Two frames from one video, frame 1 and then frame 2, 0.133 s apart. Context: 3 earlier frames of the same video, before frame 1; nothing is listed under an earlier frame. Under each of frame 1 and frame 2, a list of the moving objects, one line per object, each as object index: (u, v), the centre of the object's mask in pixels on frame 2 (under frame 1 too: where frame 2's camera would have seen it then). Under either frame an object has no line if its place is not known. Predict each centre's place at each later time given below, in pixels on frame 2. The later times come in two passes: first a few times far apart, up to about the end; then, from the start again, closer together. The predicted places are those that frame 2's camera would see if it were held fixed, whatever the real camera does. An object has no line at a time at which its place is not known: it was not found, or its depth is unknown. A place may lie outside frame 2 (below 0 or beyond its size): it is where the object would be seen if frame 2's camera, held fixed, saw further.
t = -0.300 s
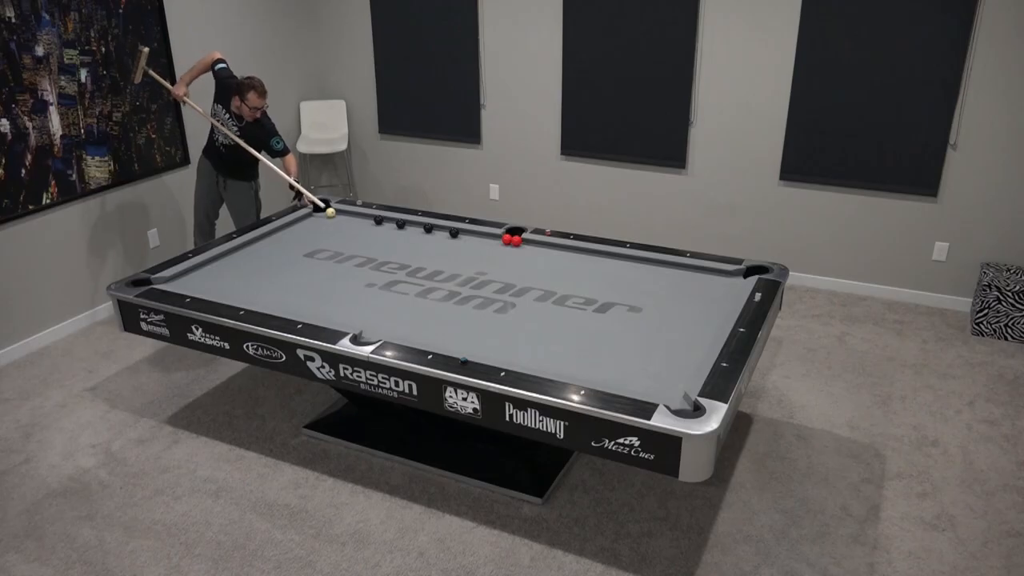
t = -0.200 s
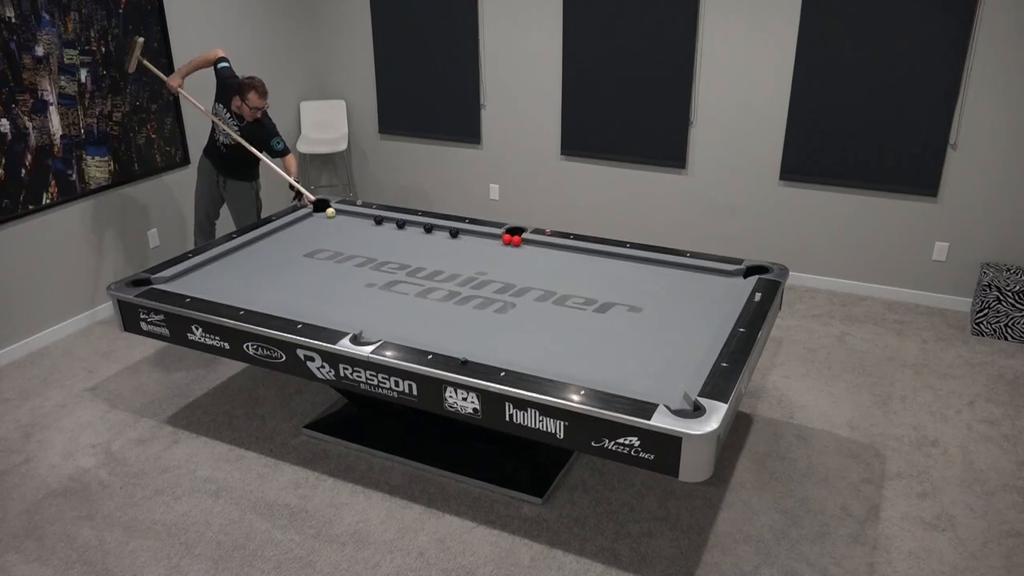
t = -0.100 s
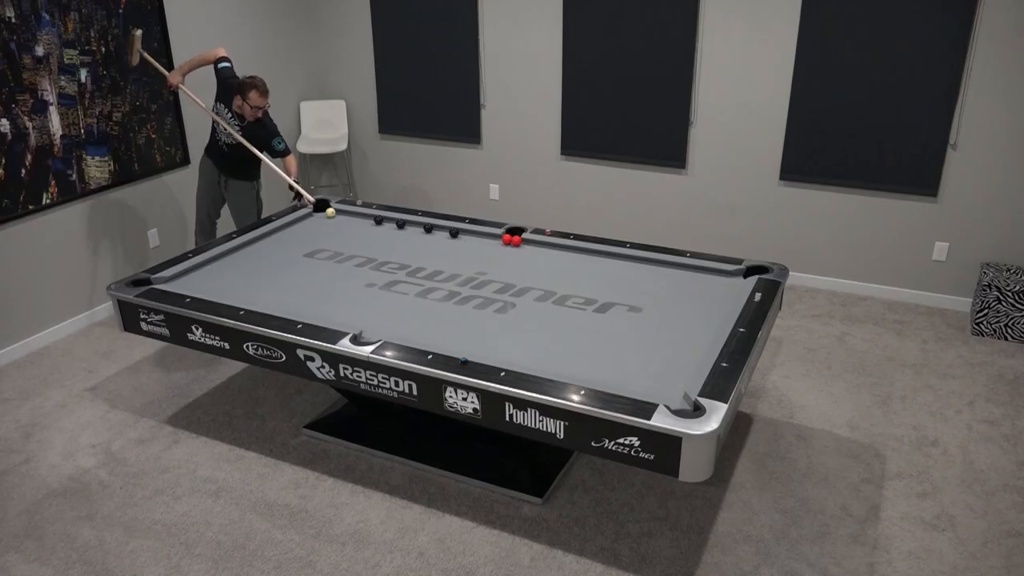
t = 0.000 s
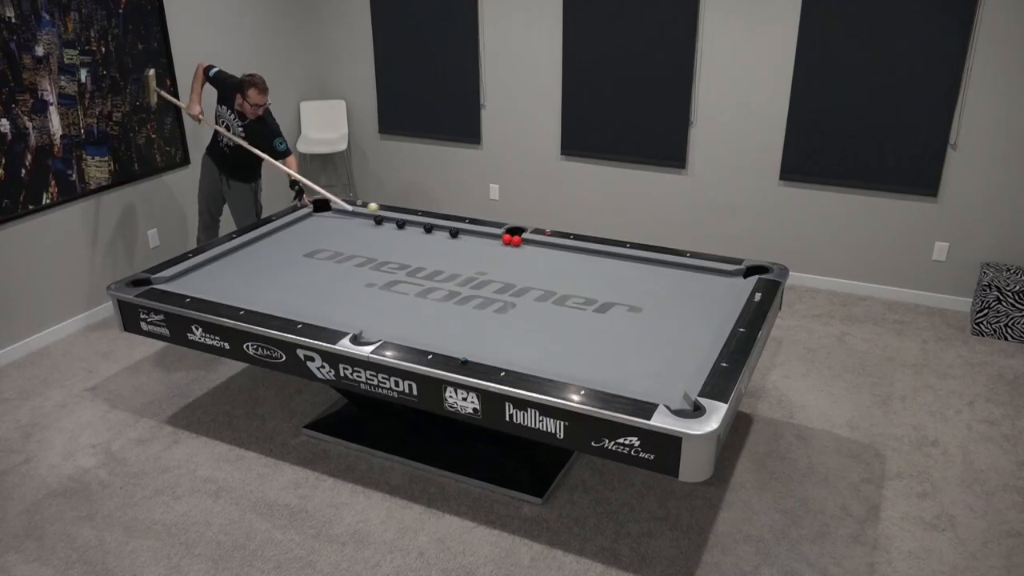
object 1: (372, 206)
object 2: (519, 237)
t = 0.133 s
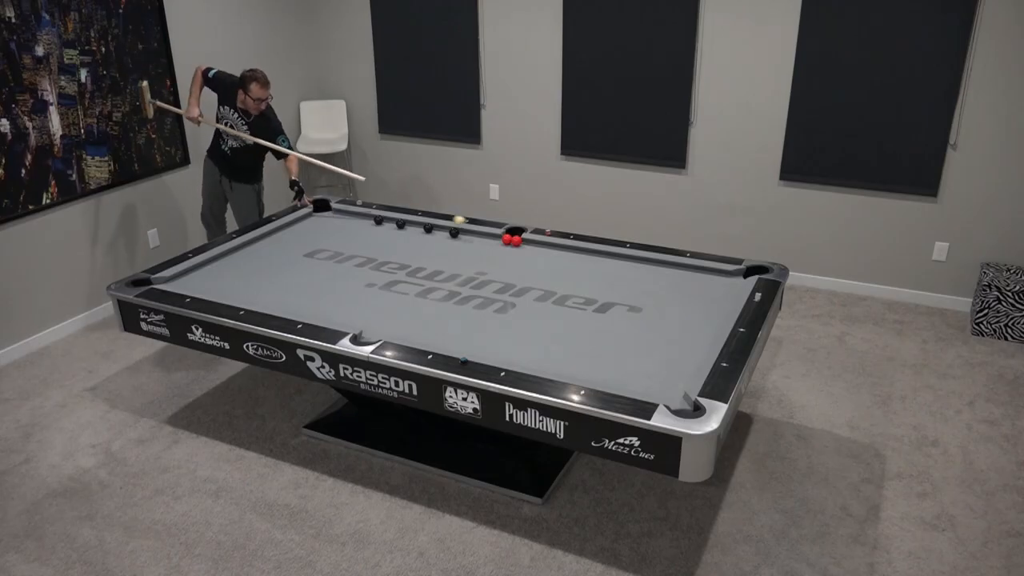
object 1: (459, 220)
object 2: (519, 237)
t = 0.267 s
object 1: (495, 241)
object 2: (568, 249)
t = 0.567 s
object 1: (486, 251)
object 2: (749, 273)
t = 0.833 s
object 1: (478, 260)
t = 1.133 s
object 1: (468, 270)
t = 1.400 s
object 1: (459, 278)
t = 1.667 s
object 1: (450, 287)
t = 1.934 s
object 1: (441, 295)
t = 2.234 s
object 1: (432, 305)
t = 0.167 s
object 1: (482, 229)
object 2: (519, 237)
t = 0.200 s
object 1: (497, 236)
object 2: (524, 240)
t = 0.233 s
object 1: (496, 240)
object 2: (547, 245)
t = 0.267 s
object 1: (495, 241)
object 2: (568, 249)
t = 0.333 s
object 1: (494, 244)
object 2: (612, 255)
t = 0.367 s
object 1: (493, 245)
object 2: (634, 259)
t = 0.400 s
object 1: (492, 246)
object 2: (656, 263)
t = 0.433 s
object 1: (491, 247)
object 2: (678, 266)
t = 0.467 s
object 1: (490, 248)
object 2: (699, 270)
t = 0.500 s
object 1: (489, 249)
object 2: (722, 273)
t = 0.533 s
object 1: (488, 250)
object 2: (742, 275)
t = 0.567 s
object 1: (486, 251)
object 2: (749, 273)
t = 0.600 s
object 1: (485, 252)
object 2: (753, 272)
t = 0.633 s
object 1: (484, 254)
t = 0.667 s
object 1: (483, 255)
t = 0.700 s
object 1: (482, 256)
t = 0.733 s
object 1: (481, 257)
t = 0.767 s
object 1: (480, 258)
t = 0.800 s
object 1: (479, 259)
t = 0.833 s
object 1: (478, 260)
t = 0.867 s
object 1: (476, 261)
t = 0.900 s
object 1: (476, 262)
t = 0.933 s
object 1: (474, 263)
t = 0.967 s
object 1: (473, 264)
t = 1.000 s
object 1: (472, 265)
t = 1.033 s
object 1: (471, 266)
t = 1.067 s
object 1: (470, 267)
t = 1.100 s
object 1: (469, 268)
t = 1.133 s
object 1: (468, 270)
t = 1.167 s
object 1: (467, 271)
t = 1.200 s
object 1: (466, 272)
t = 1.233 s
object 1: (464, 273)
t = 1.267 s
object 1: (463, 274)
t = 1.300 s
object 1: (462, 275)
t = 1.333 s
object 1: (461, 276)
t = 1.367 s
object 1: (460, 277)
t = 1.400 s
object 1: (459, 278)
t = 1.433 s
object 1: (457, 279)
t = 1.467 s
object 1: (456, 280)
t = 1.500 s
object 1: (455, 281)
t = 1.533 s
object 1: (454, 282)
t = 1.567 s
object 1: (453, 283)
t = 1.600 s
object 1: (452, 285)
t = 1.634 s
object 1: (451, 286)
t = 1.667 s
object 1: (450, 287)
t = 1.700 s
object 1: (449, 288)
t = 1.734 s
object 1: (448, 289)
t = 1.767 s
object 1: (447, 290)
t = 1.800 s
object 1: (445, 291)
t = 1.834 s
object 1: (445, 292)
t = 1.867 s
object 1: (443, 293)
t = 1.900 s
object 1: (443, 294)
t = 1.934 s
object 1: (441, 295)
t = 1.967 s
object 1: (440, 296)
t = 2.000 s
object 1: (440, 297)
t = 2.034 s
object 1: (438, 298)
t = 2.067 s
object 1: (437, 299)
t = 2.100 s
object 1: (436, 300)
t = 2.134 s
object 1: (435, 301)
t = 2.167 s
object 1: (434, 303)
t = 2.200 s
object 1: (433, 304)
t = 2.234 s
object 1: (432, 305)
